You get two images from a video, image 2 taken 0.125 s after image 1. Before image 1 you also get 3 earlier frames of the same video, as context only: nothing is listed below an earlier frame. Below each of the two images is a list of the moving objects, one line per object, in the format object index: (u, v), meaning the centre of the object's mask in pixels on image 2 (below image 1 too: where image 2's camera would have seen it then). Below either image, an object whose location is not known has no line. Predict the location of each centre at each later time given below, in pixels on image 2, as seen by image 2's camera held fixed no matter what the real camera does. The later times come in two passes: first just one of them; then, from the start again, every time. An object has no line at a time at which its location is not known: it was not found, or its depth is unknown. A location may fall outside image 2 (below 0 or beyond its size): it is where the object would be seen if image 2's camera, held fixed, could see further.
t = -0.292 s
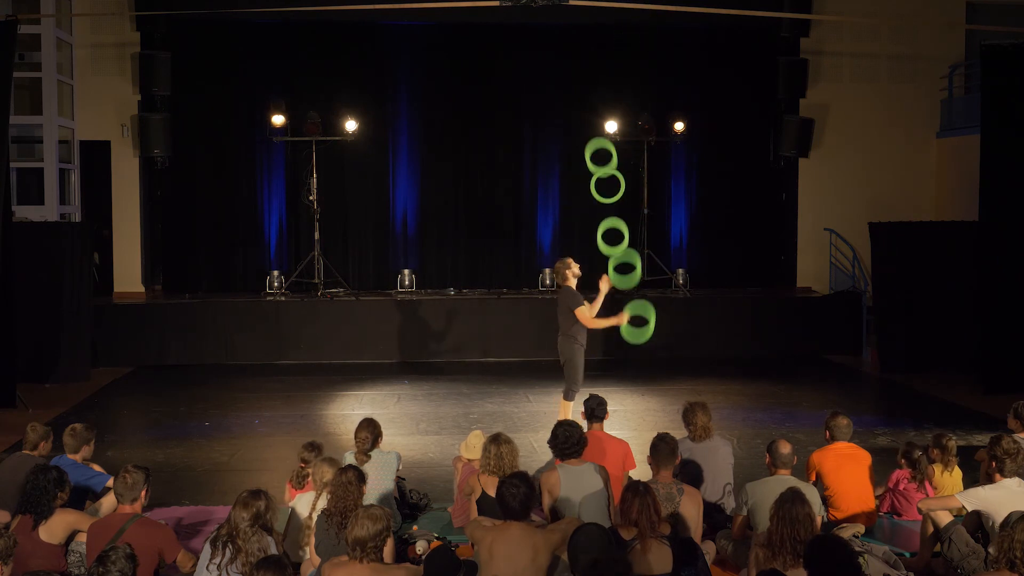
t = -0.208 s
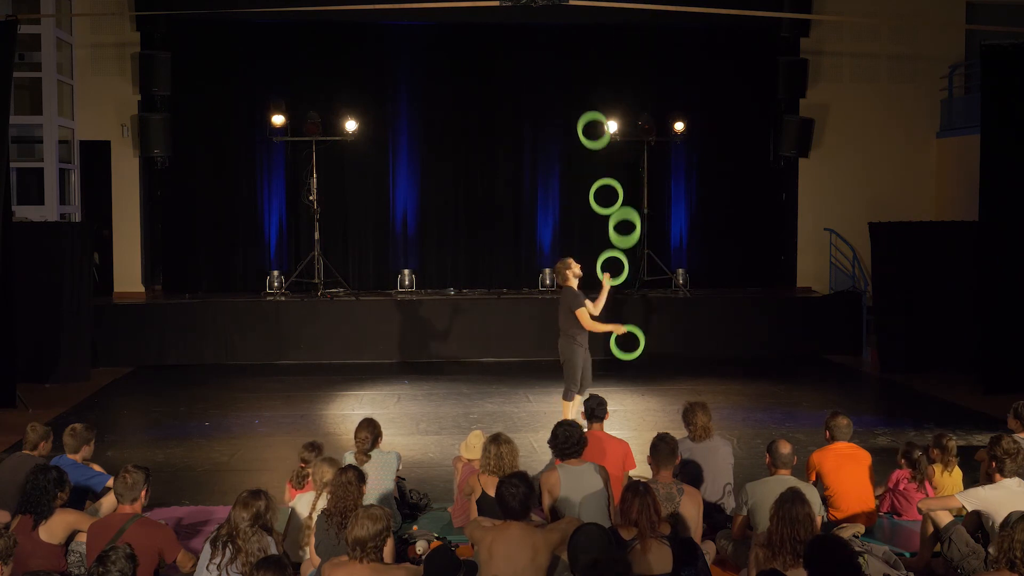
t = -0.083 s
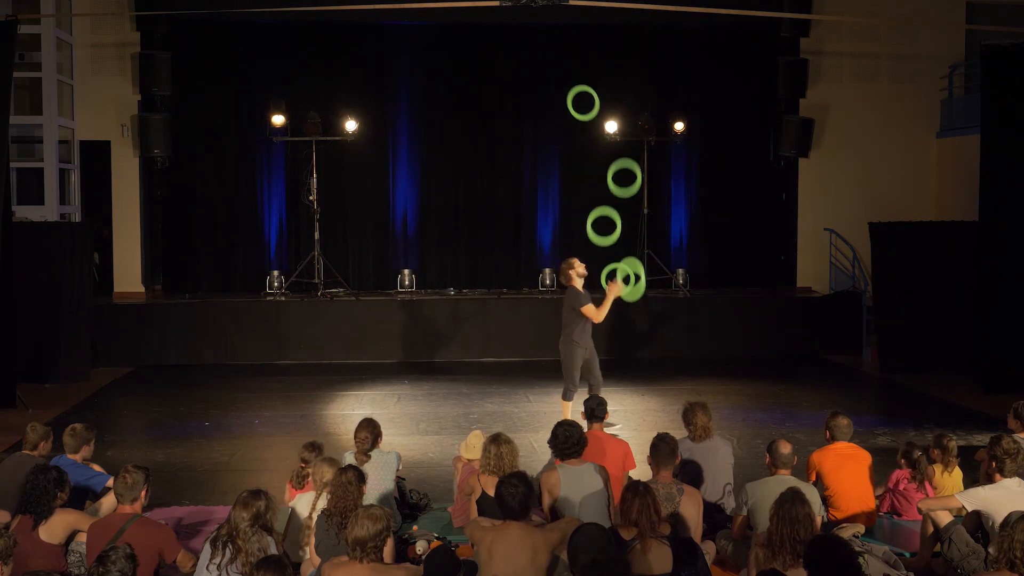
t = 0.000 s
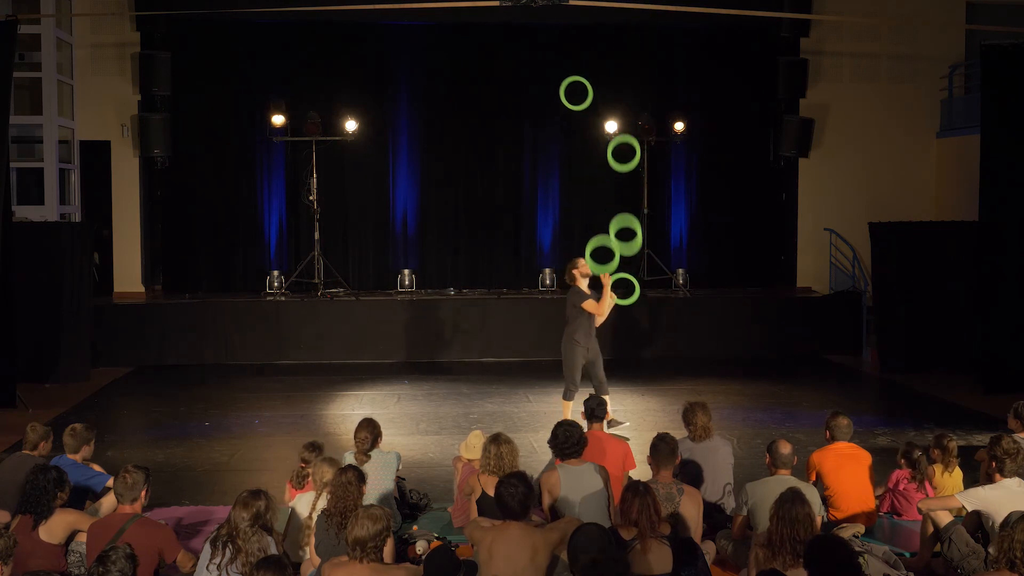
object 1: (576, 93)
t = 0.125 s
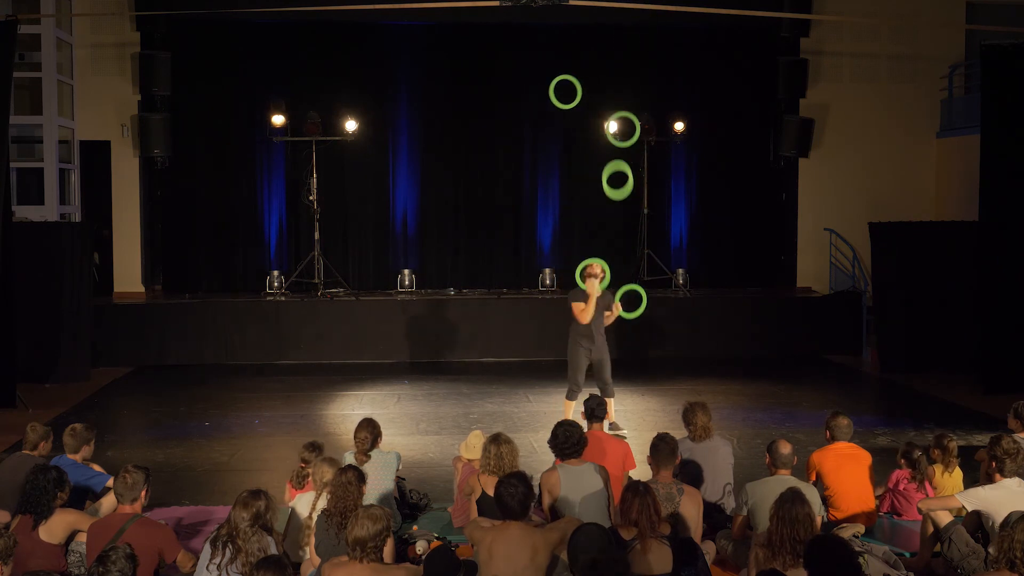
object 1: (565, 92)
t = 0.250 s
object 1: (554, 107)
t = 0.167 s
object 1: (562, 95)
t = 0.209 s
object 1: (558, 100)
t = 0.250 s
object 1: (554, 107)
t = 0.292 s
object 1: (551, 115)
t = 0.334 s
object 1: (547, 126)
